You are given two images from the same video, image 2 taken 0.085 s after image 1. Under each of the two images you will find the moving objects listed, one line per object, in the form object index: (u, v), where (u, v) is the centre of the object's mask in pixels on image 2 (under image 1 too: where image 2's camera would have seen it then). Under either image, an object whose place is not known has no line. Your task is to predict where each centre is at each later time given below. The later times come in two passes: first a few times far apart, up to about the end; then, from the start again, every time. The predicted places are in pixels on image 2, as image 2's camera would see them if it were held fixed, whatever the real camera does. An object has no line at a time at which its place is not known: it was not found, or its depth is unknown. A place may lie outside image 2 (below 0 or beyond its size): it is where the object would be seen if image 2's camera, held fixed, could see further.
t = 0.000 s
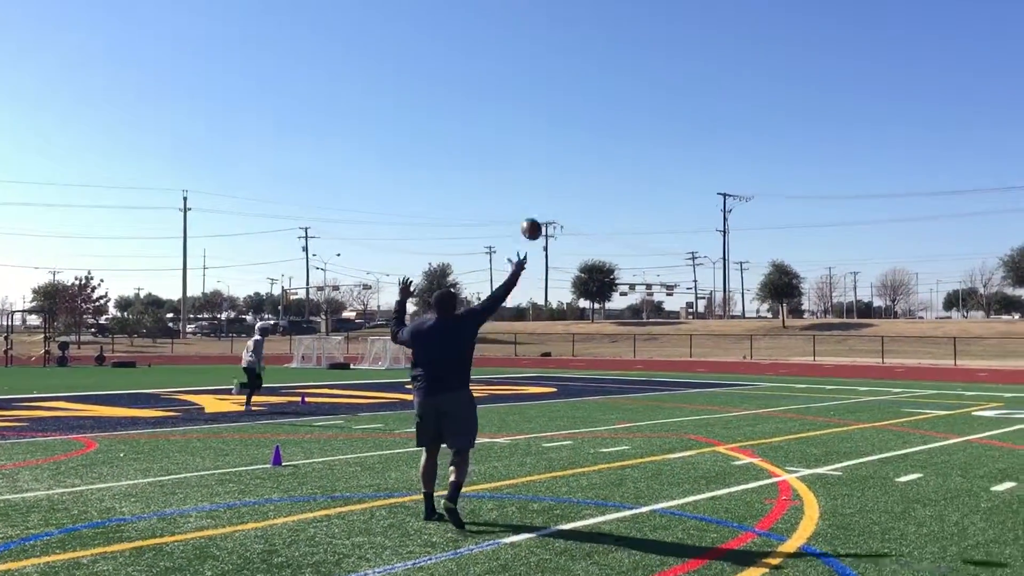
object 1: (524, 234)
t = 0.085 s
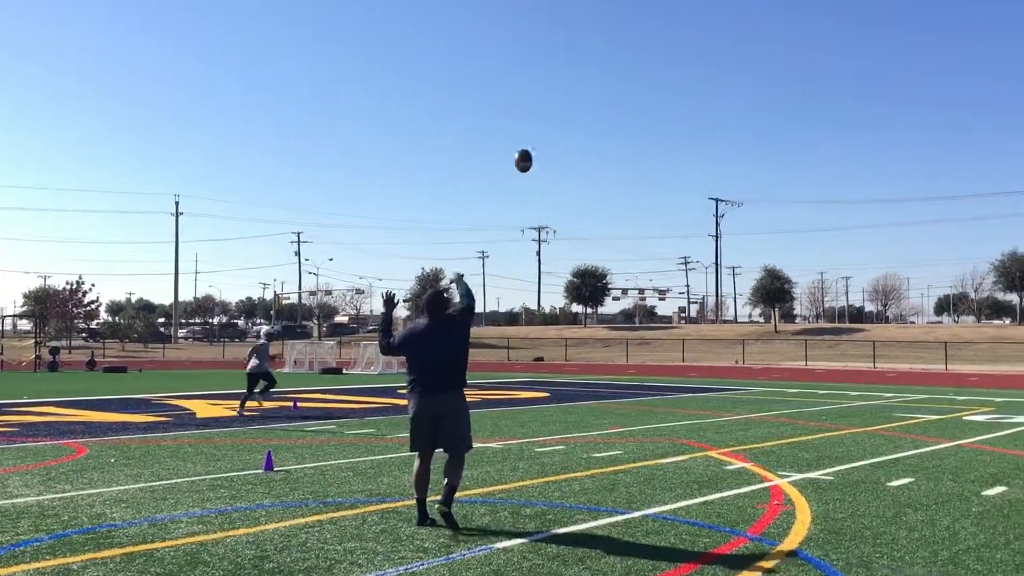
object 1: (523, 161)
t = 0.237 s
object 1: (522, 73)
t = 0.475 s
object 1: (519, 10)
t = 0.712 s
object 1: (515, -3)
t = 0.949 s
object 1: (510, 16)
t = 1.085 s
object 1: (508, 36)
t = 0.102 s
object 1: (523, 148)
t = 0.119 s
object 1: (523, 136)
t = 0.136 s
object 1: (523, 125)
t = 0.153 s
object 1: (523, 115)
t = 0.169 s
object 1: (523, 106)
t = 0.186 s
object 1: (523, 97)
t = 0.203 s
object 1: (522, 88)
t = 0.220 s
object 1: (523, 80)
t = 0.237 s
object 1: (522, 73)
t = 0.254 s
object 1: (522, 65)
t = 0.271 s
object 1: (521, 59)
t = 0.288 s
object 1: (521, 53)
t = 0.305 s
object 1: (521, 47)
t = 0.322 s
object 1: (521, 42)
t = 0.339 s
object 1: (521, 37)
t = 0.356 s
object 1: (520, 33)
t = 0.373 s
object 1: (520, 29)
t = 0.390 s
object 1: (520, 24)
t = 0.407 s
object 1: (519, 21)
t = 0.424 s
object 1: (519, 18)
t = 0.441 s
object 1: (519, 15)
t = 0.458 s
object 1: (519, 12)
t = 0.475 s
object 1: (519, 10)
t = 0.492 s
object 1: (518, 8)
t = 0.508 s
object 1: (518, 6)
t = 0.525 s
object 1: (517, 4)
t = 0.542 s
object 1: (517, 2)
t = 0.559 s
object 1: (517, 1)
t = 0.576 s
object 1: (517, 0)
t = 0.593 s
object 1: (517, -1)
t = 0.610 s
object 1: (516, -2)
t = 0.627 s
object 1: (516, -2)
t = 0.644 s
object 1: (515, -2)
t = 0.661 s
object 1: (515, -3)
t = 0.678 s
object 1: (515, -3)
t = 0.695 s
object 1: (515, -3)
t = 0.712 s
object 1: (515, -3)
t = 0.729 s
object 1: (514, -2)
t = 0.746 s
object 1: (514, -1)
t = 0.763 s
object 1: (514, 0)
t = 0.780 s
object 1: (513, 0)
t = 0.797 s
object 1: (513, 1)
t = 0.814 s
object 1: (513, 2)
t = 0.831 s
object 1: (513, 4)
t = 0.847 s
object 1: (512, 5)
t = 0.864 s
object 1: (512, 7)
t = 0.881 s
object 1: (512, 8)
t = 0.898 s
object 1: (511, 10)
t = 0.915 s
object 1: (511, 12)
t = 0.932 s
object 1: (511, 14)
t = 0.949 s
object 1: (510, 16)
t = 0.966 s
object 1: (510, 18)
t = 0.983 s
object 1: (510, 20)
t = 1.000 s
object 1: (510, 22)
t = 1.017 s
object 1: (510, 25)
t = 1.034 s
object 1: (509, 28)
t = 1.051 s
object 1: (509, 30)
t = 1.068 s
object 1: (508, 33)
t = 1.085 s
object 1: (508, 36)
